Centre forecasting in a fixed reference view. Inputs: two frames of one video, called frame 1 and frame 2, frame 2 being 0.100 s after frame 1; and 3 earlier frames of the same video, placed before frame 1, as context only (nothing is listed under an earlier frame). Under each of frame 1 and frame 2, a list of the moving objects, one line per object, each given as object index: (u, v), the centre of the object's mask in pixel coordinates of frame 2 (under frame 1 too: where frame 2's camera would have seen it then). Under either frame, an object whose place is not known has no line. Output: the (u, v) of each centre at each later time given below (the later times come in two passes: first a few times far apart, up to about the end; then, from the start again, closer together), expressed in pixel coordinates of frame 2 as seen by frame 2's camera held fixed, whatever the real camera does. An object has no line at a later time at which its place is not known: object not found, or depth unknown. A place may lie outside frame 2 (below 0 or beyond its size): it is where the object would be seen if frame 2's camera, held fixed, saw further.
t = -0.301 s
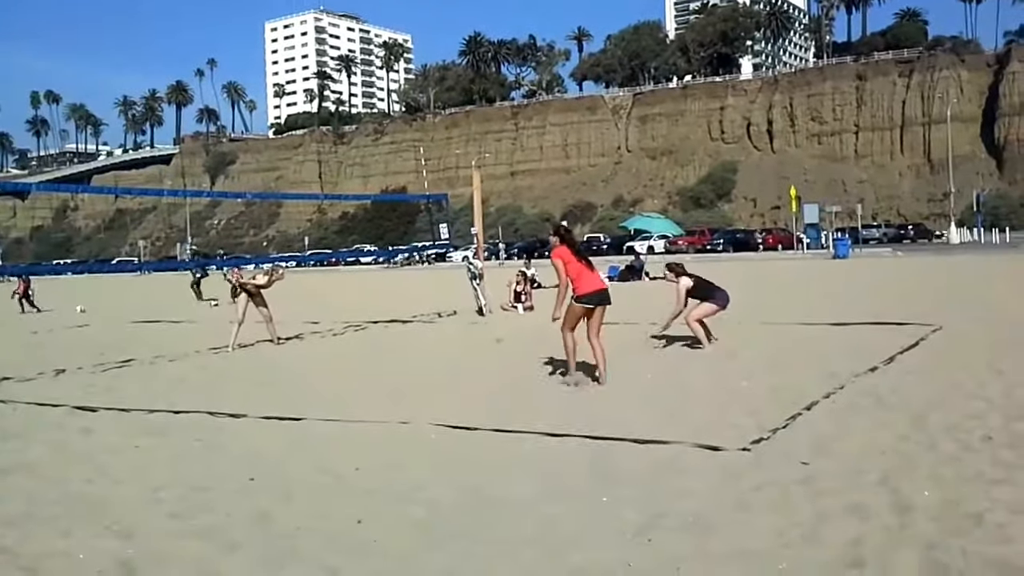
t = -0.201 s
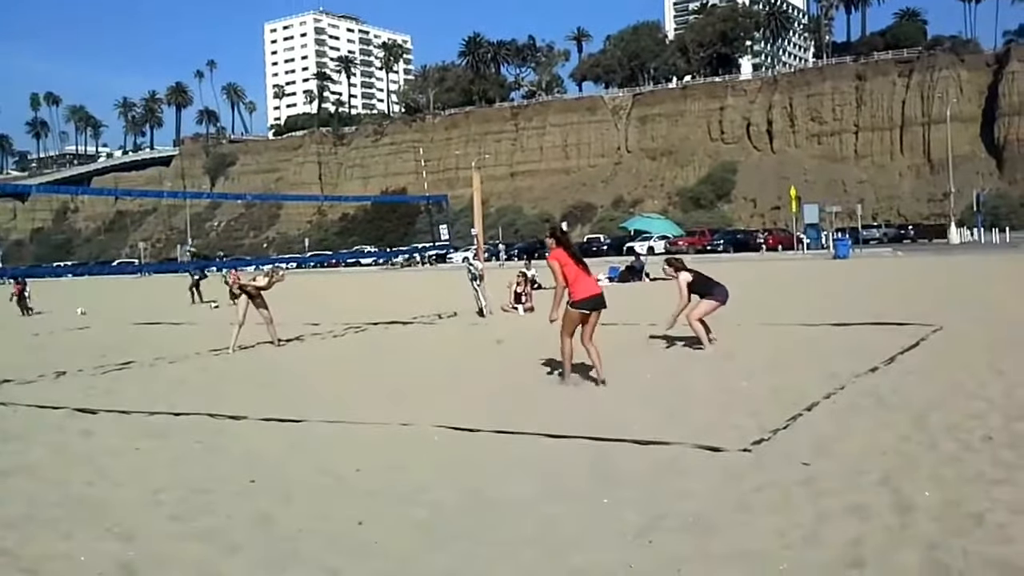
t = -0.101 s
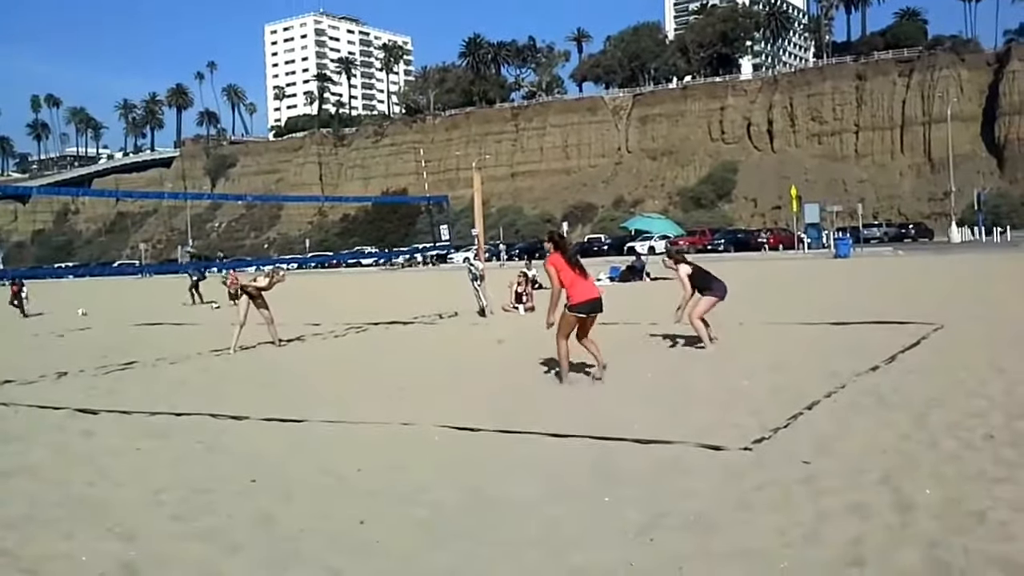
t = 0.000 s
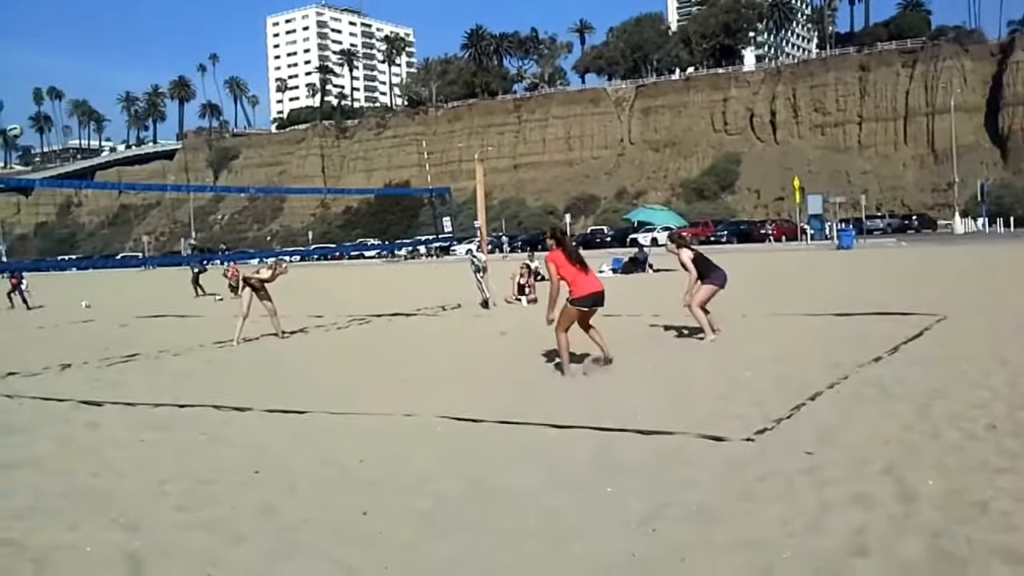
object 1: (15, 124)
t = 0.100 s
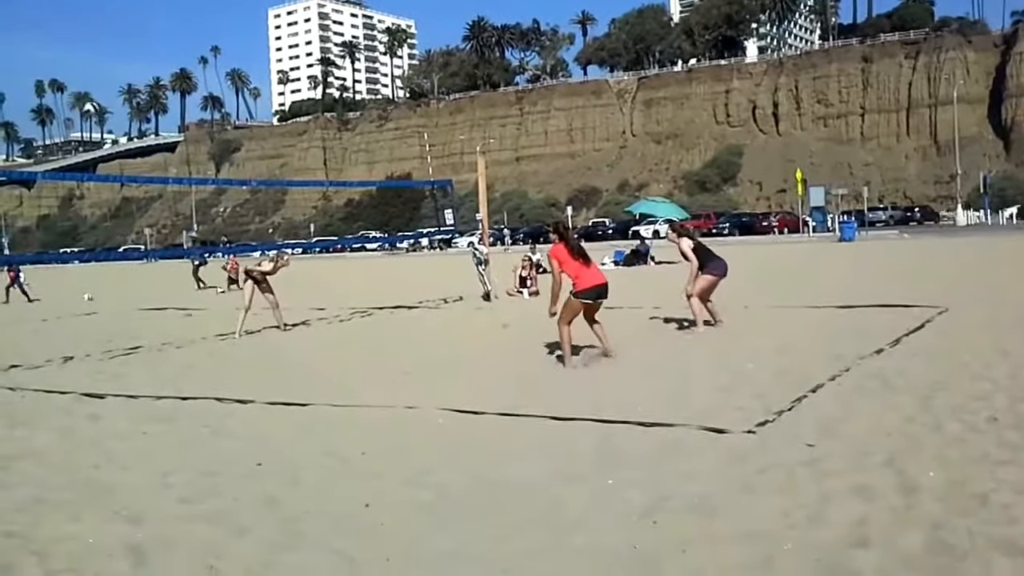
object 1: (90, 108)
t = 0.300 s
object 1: (253, 97)
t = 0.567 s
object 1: (497, 130)
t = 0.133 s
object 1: (116, 106)
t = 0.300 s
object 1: (253, 97)
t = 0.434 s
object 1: (370, 107)
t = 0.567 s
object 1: (497, 130)
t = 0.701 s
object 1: (634, 167)
